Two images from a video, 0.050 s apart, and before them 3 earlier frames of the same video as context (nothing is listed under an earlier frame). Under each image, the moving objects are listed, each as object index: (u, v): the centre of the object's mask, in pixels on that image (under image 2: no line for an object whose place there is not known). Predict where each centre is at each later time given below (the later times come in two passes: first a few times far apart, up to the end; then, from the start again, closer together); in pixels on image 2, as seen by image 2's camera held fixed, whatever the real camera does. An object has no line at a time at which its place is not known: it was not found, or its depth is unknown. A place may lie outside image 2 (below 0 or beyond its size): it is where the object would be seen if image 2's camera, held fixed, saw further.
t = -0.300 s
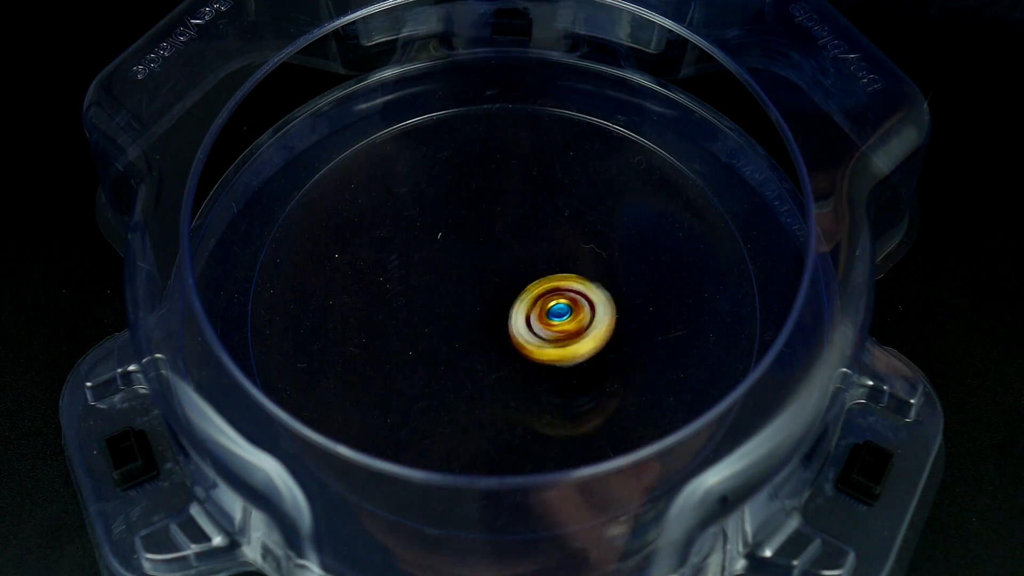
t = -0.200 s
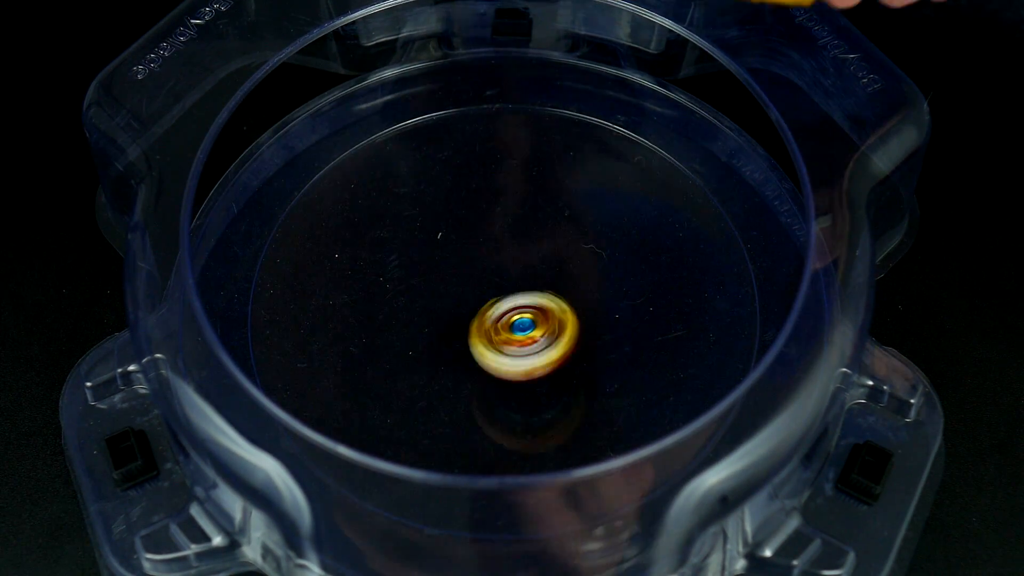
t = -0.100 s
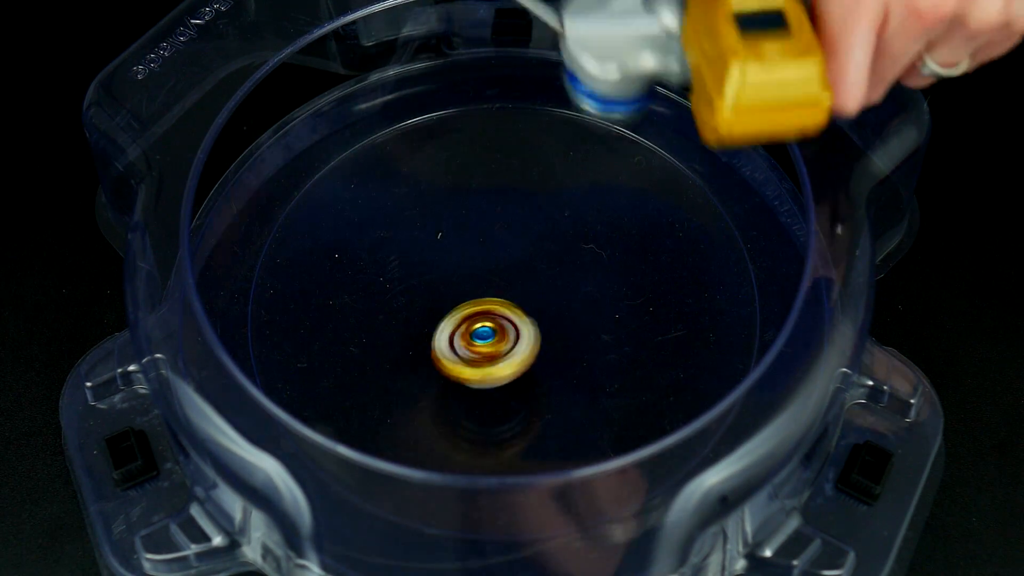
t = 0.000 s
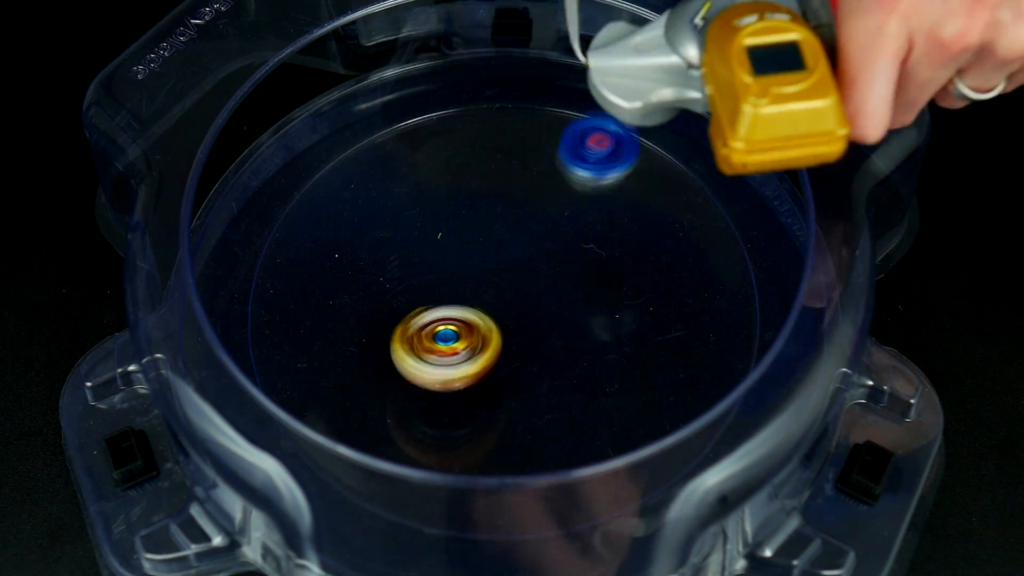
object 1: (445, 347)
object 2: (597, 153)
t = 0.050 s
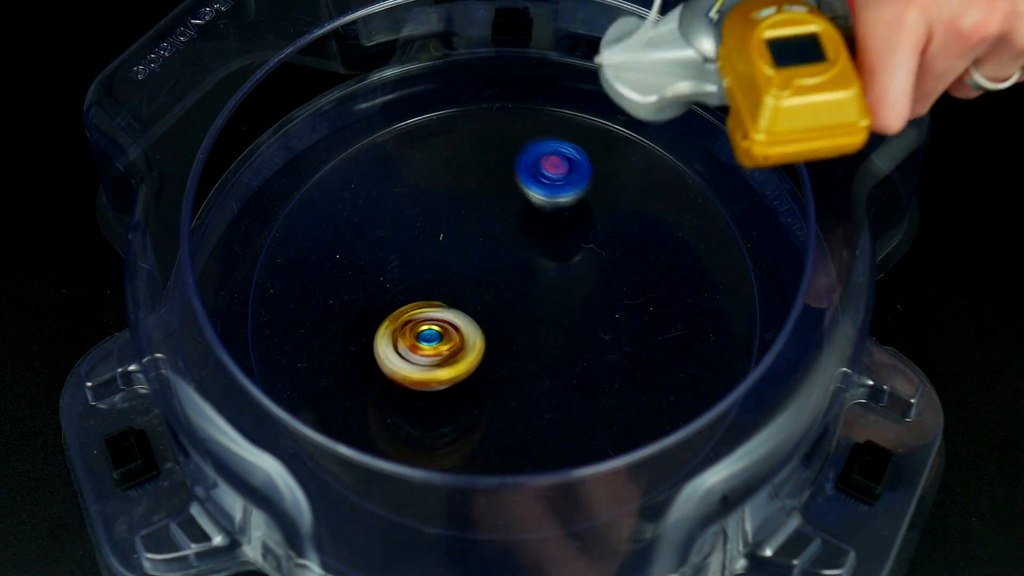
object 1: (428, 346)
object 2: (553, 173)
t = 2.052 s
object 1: (395, 199)
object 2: (633, 319)
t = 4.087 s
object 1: (388, 394)
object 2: (591, 117)
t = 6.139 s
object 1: (522, 216)
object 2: (497, 398)
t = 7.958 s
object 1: (553, 314)
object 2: (417, 293)
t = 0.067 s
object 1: (424, 345)
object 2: (539, 161)
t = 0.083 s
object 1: (419, 345)
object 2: (523, 151)
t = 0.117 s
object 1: (409, 344)
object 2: (491, 143)
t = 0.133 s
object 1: (405, 344)
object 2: (476, 144)
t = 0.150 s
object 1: (400, 343)
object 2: (460, 149)
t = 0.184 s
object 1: (392, 341)
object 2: (432, 162)
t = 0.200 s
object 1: (388, 340)
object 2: (420, 160)
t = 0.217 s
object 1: (385, 339)
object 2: (408, 162)
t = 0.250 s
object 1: (379, 335)
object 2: (385, 174)
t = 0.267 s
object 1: (376, 334)
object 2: (373, 178)
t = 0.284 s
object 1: (375, 332)
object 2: (363, 185)
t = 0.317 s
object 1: (373, 328)
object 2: (343, 198)
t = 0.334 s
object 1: (372, 326)
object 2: (335, 206)
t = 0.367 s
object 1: (373, 322)
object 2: (319, 224)
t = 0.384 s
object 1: (375, 320)
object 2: (312, 234)
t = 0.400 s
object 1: (376, 318)
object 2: (306, 245)
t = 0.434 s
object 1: (381, 313)
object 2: (298, 269)
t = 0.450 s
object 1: (384, 311)
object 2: (295, 281)
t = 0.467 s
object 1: (388, 309)
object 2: (292, 293)
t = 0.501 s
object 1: (403, 306)
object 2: (284, 313)
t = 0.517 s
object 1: (409, 304)
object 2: (283, 323)
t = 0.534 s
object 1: (416, 302)
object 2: (284, 334)
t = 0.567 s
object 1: (430, 297)
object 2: (291, 356)
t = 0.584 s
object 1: (436, 293)
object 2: (297, 368)
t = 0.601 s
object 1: (442, 290)
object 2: (306, 378)
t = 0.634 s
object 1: (454, 283)
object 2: (326, 396)
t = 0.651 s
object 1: (460, 278)
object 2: (338, 404)
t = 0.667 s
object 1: (465, 275)
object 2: (351, 411)
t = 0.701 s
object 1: (475, 267)
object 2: (380, 422)
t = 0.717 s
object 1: (481, 263)
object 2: (394, 426)
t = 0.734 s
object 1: (485, 260)
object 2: (410, 428)
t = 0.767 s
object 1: (495, 252)
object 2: (441, 429)
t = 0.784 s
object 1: (500, 249)
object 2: (456, 427)
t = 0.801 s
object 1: (504, 246)
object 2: (471, 423)
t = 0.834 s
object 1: (514, 240)
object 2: (499, 411)
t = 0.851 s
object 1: (519, 238)
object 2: (512, 404)
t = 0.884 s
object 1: (527, 233)
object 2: (534, 386)
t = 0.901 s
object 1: (531, 230)
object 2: (544, 376)
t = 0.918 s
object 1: (535, 228)
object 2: (552, 365)
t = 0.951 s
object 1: (543, 225)
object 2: (566, 343)
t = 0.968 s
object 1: (546, 222)
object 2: (570, 332)
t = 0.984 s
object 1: (550, 221)
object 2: (575, 319)
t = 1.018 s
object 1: (556, 218)
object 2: (580, 298)
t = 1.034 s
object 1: (561, 203)
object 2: (579, 315)
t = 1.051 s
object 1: (563, 183)
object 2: (579, 337)
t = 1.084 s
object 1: (569, 151)
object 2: (575, 376)
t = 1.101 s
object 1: (569, 136)
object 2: (573, 393)
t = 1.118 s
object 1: (570, 124)
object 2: (571, 411)
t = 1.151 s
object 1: (570, 105)
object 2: (565, 436)
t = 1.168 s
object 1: (569, 99)
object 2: (560, 443)
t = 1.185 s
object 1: (568, 95)
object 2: (559, 462)
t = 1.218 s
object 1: (563, 99)
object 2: (553, 480)
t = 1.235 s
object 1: (559, 102)
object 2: (551, 485)
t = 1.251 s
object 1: (556, 106)
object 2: (549, 488)
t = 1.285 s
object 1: (549, 116)
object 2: (546, 489)
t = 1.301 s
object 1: (545, 123)
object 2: (546, 488)
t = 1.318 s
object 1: (542, 130)
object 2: (546, 484)
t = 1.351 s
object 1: (536, 147)
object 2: (547, 471)
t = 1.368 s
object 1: (534, 156)
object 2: (548, 463)
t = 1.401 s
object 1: (530, 175)
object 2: (552, 441)
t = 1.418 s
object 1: (527, 184)
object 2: (555, 436)
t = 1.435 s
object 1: (526, 194)
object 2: (558, 427)
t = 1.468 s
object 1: (523, 214)
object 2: (565, 408)
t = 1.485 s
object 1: (521, 224)
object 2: (568, 397)
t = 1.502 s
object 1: (521, 234)
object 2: (571, 387)
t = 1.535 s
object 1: (520, 254)
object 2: (573, 365)
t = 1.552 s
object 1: (520, 264)
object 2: (574, 356)
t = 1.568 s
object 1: (520, 271)
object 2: (574, 346)
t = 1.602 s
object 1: (509, 257)
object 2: (595, 366)
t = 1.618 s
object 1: (499, 240)
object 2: (610, 387)
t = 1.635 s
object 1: (486, 234)
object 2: (625, 409)
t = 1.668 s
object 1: (469, 208)
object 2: (654, 459)
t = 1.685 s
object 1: (461, 201)
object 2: (665, 475)
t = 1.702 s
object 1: (453, 193)
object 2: (676, 494)
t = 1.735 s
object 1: (439, 179)
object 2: (689, 517)
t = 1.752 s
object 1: (431, 170)
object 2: (686, 509)
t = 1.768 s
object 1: (425, 166)
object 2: (685, 500)
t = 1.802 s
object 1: (415, 160)
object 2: (684, 484)
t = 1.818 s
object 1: (412, 157)
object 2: (683, 471)
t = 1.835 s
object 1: (408, 156)
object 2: (679, 457)
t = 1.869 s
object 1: (402, 160)
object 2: (681, 439)
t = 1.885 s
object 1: (400, 161)
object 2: (680, 428)
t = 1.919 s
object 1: (395, 166)
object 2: (670, 401)
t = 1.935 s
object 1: (395, 168)
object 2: (670, 394)
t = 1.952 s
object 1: (394, 173)
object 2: (667, 384)
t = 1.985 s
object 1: (394, 180)
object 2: (658, 360)
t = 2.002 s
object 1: (393, 184)
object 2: (653, 349)
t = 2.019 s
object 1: (394, 188)
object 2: (647, 338)
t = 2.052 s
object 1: (395, 199)
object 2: (633, 319)
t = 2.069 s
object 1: (396, 205)
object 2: (625, 310)
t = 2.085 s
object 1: (397, 211)
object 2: (617, 301)
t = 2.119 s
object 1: (401, 224)
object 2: (601, 286)
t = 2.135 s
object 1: (403, 230)
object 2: (592, 278)
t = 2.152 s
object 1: (406, 236)
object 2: (584, 271)
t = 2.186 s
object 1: (412, 249)
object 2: (567, 259)
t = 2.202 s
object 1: (415, 256)
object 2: (558, 252)
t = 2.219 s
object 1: (417, 262)
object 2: (549, 247)
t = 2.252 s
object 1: (423, 274)
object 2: (531, 237)
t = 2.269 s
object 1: (427, 280)
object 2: (521, 232)
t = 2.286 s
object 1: (429, 286)
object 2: (512, 227)
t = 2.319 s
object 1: (436, 296)
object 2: (494, 222)
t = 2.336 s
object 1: (438, 301)
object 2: (485, 221)
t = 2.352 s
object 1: (441, 305)
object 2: (477, 220)
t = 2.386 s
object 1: (446, 315)
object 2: (460, 219)
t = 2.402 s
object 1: (449, 320)
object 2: (451, 220)
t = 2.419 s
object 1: (450, 324)
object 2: (443, 220)
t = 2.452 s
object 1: (455, 333)
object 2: (426, 224)
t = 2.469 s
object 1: (456, 337)
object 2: (417, 226)
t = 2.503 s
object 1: (459, 343)
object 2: (400, 231)
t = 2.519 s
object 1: (461, 347)
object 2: (393, 233)
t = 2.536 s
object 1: (463, 352)
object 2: (385, 236)
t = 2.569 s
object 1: (466, 357)
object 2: (372, 242)
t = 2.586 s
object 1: (465, 360)
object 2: (366, 245)
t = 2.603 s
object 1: (466, 363)
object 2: (360, 248)
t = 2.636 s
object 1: (467, 368)
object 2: (350, 256)
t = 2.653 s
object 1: (468, 370)
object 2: (345, 260)
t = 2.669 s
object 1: (467, 373)
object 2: (340, 264)
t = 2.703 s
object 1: (469, 377)
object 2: (333, 273)
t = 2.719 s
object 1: (468, 378)
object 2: (330, 278)
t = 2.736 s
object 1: (468, 379)
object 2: (327, 284)
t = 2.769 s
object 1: (467, 381)
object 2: (325, 296)
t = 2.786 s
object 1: (468, 381)
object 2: (325, 302)
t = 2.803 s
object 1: (466, 380)
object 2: (326, 309)
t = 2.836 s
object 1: (466, 381)
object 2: (331, 322)
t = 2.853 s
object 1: (465, 378)
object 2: (336, 329)
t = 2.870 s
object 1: (466, 376)
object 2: (342, 335)
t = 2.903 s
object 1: (464, 373)
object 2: (357, 346)
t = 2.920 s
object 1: (465, 372)
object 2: (366, 351)
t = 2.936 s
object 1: (468, 369)
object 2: (371, 351)
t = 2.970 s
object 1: (508, 380)
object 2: (339, 324)
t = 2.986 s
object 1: (526, 381)
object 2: (323, 312)
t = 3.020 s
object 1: (559, 383)
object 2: (300, 288)
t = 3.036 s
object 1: (578, 385)
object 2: (290, 276)
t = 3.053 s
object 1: (590, 383)
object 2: (283, 266)
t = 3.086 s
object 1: (613, 382)
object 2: (274, 249)
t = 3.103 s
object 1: (622, 380)
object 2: (270, 242)
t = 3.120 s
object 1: (629, 377)
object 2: (270, 237)
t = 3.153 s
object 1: (639, 373)
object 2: (272, 231)
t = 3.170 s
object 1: (646, 372)
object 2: (275, 230)
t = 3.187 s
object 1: (648, 370)
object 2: (279, 229)
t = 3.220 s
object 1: (656, 366)
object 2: (288, 230)
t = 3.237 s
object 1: (658, 364)
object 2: (295, 232)
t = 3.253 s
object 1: (662, 360)
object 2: (301, 234)
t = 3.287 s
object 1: (665, 357)
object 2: (316, 239)
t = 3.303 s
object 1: (669, 354)
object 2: (324, 241)
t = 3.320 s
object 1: (669, 351)
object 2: (332, 243)
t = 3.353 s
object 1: (670, 347)
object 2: (349, 249)
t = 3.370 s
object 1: (669, 344)
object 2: (358, 251)
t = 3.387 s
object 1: (668, 339)
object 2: (366, 253)
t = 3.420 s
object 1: (665, 336)
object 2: (385, 256)
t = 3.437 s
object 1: (664, 332)
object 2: (394, 256)
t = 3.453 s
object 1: (660, 330)
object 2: (403, 257)
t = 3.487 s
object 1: (655, 326)
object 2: (422, 258)
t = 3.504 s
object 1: (651, 323)
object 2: (431, 258)
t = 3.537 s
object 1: (643, 319)
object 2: (449, 257)
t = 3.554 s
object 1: (640, 316)
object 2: (458, 256)
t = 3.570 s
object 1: (636, 311)
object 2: (466, 255)
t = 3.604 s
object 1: (626, 308)
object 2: (482, 253)
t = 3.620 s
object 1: (624, 304)
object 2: (489, 251)
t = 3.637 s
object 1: (618, 301)
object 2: (496, 249)
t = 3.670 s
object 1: (610, 296)
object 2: (508, 245)
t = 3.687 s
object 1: (604, 292)
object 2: (513, 242)
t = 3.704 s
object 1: (598, 288)
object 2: (519, 240)
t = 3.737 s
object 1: (590, 283)
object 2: (527, 233)
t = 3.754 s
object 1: (585, 278)
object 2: (529, 228)
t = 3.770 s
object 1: (580, 277)
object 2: (532, 223)
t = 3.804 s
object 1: (566, 274)
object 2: (540, 210)
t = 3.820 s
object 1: (554, 288)
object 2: (551, 196)
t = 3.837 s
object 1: (541, 303)
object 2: (561, 174)
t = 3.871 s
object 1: (517, 328)
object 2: (582, 130)
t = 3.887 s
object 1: (502, 340)
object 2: (590, 110)
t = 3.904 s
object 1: (490, 350)
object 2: (594, 102)
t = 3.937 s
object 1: (464, 368)
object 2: (597, 96)
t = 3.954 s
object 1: (450, 376)
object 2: (598, 94)
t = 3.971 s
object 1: (440, 382)
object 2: (599, 91)
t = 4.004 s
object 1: (421, 391)
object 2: (598, 95)
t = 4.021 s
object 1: (410, 394)
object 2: (598, 97)
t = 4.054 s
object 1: (396, 396)
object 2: (596, 102)
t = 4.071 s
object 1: (394, 396)
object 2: (594, 108)
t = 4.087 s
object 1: (388, 394)
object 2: (591, 117)
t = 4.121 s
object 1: (382, 390)
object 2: (584, 135)
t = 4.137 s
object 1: (383, 389)
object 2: (579, 144)
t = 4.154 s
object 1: (380, 385)
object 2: (576, 155)
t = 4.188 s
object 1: (379, 377)
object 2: (568, 178)
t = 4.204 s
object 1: (383, 376)
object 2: (563, 189)
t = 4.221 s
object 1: (381, 370)
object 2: (560, 202)
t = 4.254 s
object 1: (385, 361)
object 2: (551, 227)
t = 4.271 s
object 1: (390, 359)
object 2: (547, 239)
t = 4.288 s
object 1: (390, 353)
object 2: (544, 250)
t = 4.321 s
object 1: (398, 344)
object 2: (537, 275)
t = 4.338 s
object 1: (404, 342)
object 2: (533, 288)
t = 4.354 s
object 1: (407, 337)
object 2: (531, 297)
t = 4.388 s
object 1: (418, 329)
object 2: (525, 318)
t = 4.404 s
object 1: (425, 326)
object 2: (521, 334)
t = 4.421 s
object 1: (430, 322)
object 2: (520, 335)
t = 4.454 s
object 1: (437, 314)
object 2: (511, 326)
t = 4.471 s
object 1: (441, 309)
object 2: (507, 325)
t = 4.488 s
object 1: (444, 305)
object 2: (503, 329)
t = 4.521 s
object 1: (466, 291)
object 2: (494, 347)
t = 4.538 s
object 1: (480, 293)
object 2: (489, 359)
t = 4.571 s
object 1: (495, 299)
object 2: (483, 394)
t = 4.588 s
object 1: (502, 298)
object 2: (478, 404)
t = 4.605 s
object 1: (508, 298)
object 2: (476, 392)
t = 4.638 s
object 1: (518, 295)
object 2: (471, 372)
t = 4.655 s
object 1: (524, 296)
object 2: (470, 367)
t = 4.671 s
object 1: (527, 296)
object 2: (469, 364)
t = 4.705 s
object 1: (532, 297)
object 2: (466, 369)
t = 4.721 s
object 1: (536, 299)
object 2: (465, 375)
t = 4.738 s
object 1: (537, 300)
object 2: (465, 386)
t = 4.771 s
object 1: (539, 304)
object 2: (464, 377)
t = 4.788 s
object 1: (541, 304)
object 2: (464, 366)
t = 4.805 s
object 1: (540, 307)
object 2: (465, 357)
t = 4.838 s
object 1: (541, 311)
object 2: (466, 349)
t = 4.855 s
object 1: (543, 312)
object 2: (458, 350)
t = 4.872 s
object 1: (544, 316)
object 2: (450, 348)
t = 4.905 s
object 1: (546, 316)
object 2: (437, 327)
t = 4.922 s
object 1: (545, 316)
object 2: (431, 322)
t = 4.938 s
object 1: (545, 317)
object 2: (426, 319)
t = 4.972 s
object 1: (541, 317)
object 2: (417, 308)
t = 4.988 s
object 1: (535, 316)
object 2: (413, 302)
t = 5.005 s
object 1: (535, 315)
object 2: (410, 295)
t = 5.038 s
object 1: (526, 313)
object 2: (407, 283)
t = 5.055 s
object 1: (523, 312)
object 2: (406, 279)
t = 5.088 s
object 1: (517, 309)
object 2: (407, 272)
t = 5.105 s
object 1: (512, 305)
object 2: (409, 268)
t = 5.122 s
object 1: (511, 303)
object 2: (411, 266)
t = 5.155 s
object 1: (506, 296)
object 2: (415, 264)
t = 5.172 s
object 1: (503, 294)
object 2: (417, 264)
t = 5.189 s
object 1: (502, 289)
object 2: (420, 265)
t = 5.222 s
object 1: (503, 286)
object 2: (419, 268)
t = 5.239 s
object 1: (509, 287)
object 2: (413, 267)
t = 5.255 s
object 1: (512, 286)
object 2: (407, 264)
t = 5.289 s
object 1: (519, 286)
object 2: (398, 266)
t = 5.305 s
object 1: (521, 284)
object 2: (395, 267)
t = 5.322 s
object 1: (524, 284)
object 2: (392, 269)
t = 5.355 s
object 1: (527, 281)
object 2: (388, 274)
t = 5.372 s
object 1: (529, 281)
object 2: (386, 278)
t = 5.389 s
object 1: (531, 281)
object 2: (384, 282)
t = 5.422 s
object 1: (533, 280)
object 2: (382, 289)
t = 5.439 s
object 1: (534, 280)
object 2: (381, 293)
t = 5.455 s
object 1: (536, 280)
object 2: (380, 298)
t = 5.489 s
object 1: (538, 281)
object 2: (379, 308)
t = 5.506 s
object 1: (537, 281)
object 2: (379, 311)
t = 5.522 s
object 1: (539, 280)
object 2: (379, 315)
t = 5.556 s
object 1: (538, 284)
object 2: (380, 325)
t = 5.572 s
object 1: (537, 286)
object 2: (380, 329)
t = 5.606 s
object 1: (537, 289)
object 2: (383, 337)
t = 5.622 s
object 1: (533, 291)
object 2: (386, 341)
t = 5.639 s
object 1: (533, 291)
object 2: (388, 346)
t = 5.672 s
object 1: (527, 293)
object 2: (392, 354)
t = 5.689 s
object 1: (525, 295)
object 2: (395, 357)
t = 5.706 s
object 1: (520, 295)
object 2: (400, 361)
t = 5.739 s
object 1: (513, 294)
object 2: (408, 368)
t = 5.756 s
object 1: (512, 293)
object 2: (413, 370)
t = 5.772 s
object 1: (508, 293)
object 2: (418, 372)
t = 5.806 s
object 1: (503, 290)
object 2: (431, 374)
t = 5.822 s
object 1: (498, 287)
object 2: (437, 375)
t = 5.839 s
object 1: (498, 286)
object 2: (443, 374)
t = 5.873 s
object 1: (494, 281)
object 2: (456, 371)
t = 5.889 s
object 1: (493, 280)
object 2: (463, 369)
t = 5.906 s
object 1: (492, 276)
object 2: (469, 366)
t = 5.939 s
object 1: (491, 273)
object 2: (480, 360)
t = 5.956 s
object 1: (491, 270)
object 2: (484, 356)
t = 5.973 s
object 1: (491, 269)
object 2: (489, 352)
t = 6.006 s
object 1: (498, 257)
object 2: (491, 362)
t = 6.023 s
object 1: (499, 250)
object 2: (492, 371)
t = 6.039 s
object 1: (503, 240)
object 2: (492, 379)
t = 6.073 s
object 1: (509, 226)
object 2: (492, 390)
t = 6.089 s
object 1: (514, 224)
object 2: (493, 394)
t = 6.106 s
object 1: (515, 220)
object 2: (493, 397)
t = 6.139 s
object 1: (522, 216)
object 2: (497, 398)
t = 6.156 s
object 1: (524, 214)
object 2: (500, 398)
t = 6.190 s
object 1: (530, 215)
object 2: (506, 397)
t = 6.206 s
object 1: (532, 216)
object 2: (510, 395)
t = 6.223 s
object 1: (534, 217)
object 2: (514, 393)
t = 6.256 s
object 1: (539, 221)
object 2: (520, 388)
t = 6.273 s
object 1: (541, 224)
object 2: (524, 385)
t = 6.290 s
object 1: (543, 227)
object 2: (526, 381)
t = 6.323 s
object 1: (546, 233)
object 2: (529, 373)
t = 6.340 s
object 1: (546, 240)
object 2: (530, 369)
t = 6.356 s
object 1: (546, 244)
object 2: (531, 364)
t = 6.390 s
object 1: (547, 255)
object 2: (532, 354)
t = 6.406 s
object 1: (547, 259)
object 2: (532, 349)
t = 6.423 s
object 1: (548, 263)
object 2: (531, 344)
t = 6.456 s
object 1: (548, 264)
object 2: (521, 349)
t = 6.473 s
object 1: (550, 265)
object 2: (515, 351)
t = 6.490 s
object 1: (548, 267)
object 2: (510, 351)
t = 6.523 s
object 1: (548, 268)
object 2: (501, 350)
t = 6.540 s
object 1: (546, 269)
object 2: (497, 348)
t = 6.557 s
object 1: (542, 269)
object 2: (493, 346)
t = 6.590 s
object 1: (538, 268)
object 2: (485, 340)
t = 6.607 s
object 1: (534, 267)
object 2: (481, 337)
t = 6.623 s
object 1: (532, 267)
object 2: (478, 335)
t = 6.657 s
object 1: (526, 266)
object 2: (469, 330)
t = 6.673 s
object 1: (523, 264)
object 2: (465, 327)
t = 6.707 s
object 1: (517, 262)
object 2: (458, 323)
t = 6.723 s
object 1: (516, 258)
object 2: (454, 321)
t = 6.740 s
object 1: (514, 260)
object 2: (450, 319)
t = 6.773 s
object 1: (509, 259)
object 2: (442, 317)
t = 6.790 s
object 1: (508, 257)
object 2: (438, 315)
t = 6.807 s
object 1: (508, 259)
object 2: (434, 314)
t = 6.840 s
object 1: (504, 261)
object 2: (427, 312)
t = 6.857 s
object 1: (504, 262)
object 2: (424, 311)
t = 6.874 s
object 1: (502, 264)
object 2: (420, 310)
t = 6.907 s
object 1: (497, 266)
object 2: (414, 308)
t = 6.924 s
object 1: (494, 266)
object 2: (411, 308)
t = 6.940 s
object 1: (493, 265)
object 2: (408, 307)
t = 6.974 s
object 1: (490, 266)
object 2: (404, 307)
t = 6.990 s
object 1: (490, 266)
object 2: (402, 307)
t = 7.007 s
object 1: (490, 266)
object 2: (400, 307)
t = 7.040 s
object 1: (488, 269)
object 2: (397, 307)
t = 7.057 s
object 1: (489, 268)
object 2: (396, 307)
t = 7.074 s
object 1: (489, 269)
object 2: (397, 308)
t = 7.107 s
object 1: (485, 272)
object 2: (398, 309)
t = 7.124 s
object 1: (486, 272)
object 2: (399, 309)
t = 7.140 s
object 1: (485, 274)
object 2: (401, 309)
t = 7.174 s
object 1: (490, 272)
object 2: (390, 314)
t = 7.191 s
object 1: (494, 271)
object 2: (386, 316)
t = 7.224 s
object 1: (501, 273)
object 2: (380, 321)
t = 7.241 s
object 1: (503, 271)
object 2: (379, 322)
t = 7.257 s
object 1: (505, 271)
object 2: (378, 324)
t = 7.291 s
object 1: (509, 278)
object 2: (377, 329)
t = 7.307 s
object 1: (507, 279)
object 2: (377, 330)
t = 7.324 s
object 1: (507, 279)
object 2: (380, 333)
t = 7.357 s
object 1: (506, 283)
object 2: (384, 337)
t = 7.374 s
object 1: (504, 285)
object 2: (388, 338)
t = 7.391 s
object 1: (502, 285)
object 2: (392, 339)
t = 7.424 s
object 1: (497, 286)
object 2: (401, 339)
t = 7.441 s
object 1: (496, 285)
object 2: (406, 339)
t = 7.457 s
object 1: (495, 284)
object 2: (411, 338)
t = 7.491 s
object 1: (492, 284)
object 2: (421, 335)
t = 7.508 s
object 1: (493, 282)
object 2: (426, 333)
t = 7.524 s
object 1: (494, 283)
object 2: (423, 327)
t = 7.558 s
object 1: (504, 289)
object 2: (412, 322)
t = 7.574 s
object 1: (508, 293)
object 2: (406, 319)
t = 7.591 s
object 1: (513, 297)
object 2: (401, 316)
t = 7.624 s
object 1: (523, 303)
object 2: (393, 310)
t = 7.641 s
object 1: (529, 305)
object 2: (391, 307)
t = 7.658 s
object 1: (533, 308)
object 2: (390, 305)
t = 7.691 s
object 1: (543, 313)
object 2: (389, 302)
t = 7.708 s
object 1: (547, 315)
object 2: (389, 301)
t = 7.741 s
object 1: (553, 317)
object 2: (388, 301)
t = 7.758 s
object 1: (555, 318)
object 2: (388, 300)
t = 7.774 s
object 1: (558, 318)
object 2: (388, 300)
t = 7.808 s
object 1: (561, 319)
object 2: (390, 299)
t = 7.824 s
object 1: (561, 319)
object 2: (392, 299)
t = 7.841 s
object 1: (561, 319)
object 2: (394, 298)
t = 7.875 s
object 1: (559, 318)
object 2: (399, 297)
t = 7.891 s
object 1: (558, 317)
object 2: (402, 297)
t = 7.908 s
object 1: (557, 317)
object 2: (406, 296)
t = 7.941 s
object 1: (555, 315)
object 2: (414, 294)
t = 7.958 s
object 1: (553, 314)
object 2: (417, 293)
